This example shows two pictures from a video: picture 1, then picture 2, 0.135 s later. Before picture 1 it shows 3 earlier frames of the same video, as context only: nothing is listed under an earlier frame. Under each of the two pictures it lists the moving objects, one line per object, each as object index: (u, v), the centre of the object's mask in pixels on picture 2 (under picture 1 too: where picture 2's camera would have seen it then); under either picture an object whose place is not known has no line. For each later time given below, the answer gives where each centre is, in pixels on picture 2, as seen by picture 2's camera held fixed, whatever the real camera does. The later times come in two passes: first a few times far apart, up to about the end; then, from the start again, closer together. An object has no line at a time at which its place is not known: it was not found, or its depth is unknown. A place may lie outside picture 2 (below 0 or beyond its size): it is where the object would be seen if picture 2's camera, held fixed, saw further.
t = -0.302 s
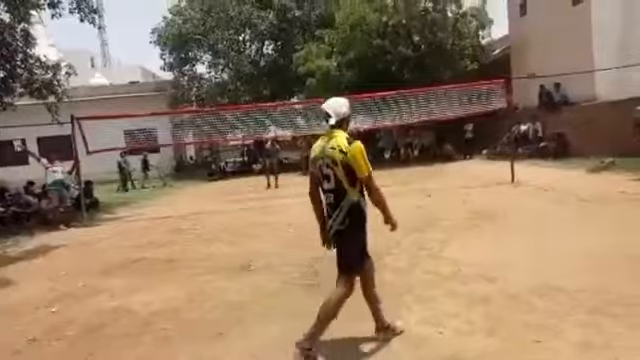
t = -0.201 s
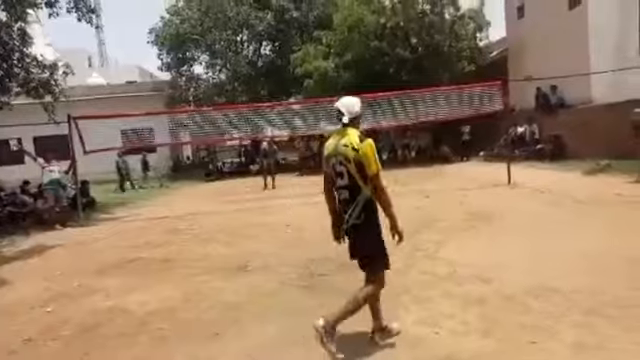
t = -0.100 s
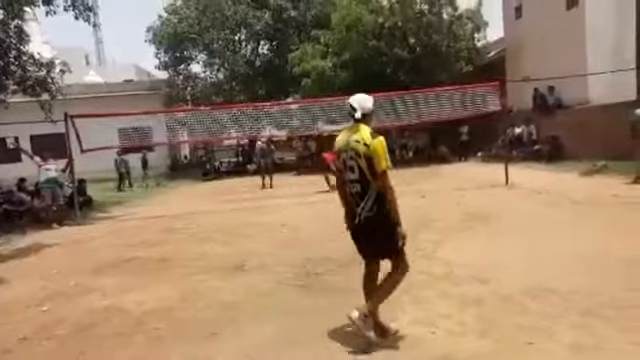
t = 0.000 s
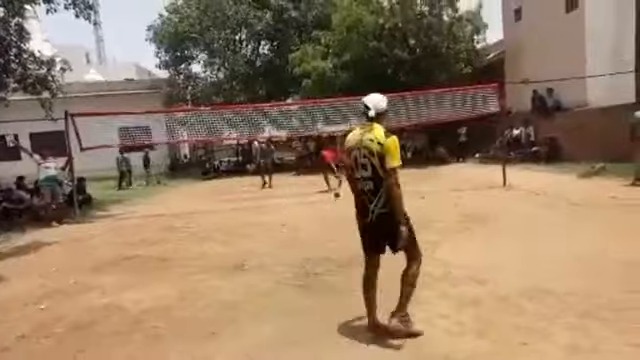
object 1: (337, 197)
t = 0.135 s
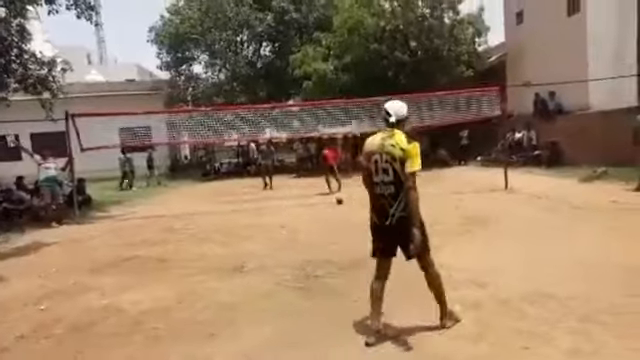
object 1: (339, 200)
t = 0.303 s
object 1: (341, 205)
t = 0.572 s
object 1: (342, 208)
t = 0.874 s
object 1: (341, 214)
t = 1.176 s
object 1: (341, 220)
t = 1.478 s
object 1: (341, 225)
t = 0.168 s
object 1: (340, 202)
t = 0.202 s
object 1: (340, 202)
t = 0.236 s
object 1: (340, 203)
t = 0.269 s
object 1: (340, 204)
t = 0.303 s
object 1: (341, 205)
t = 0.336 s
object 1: (342, 206)
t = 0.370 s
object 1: (341, 206)
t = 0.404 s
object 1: (341, 206)
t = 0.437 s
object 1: (342, 206)
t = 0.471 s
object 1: (342, 206)
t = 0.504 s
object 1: (341, 208)
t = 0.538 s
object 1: (342, 208)
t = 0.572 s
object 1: (342, 208)
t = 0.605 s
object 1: (342, 210)
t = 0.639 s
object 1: (341, 210)
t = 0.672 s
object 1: (341, 211)
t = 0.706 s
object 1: (341, 210)
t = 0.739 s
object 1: (341, 211)
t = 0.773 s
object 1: (340, 211)
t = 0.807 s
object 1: (341, 213)
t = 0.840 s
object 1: (341, 214)
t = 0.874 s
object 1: (341, 214)
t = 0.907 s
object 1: (341, 215)
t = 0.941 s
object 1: (341, 215)
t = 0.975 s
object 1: (341, 215)
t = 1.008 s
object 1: (340, 216)
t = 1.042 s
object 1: (341, 216)
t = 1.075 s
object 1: (341, 217)
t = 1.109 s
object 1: (340, 218)
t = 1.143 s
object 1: (340, 219)
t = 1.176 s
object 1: (341, 220)
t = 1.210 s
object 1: (341, 220)
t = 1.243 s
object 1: (341, 221)
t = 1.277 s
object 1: (341, 221)
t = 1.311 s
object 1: (341, 222)
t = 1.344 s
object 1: (342, 223)
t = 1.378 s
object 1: (342, 224)
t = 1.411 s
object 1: (342, 224)
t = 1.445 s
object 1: (341, 225)
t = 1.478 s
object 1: (341, 225)
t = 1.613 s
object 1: (342, 228)
